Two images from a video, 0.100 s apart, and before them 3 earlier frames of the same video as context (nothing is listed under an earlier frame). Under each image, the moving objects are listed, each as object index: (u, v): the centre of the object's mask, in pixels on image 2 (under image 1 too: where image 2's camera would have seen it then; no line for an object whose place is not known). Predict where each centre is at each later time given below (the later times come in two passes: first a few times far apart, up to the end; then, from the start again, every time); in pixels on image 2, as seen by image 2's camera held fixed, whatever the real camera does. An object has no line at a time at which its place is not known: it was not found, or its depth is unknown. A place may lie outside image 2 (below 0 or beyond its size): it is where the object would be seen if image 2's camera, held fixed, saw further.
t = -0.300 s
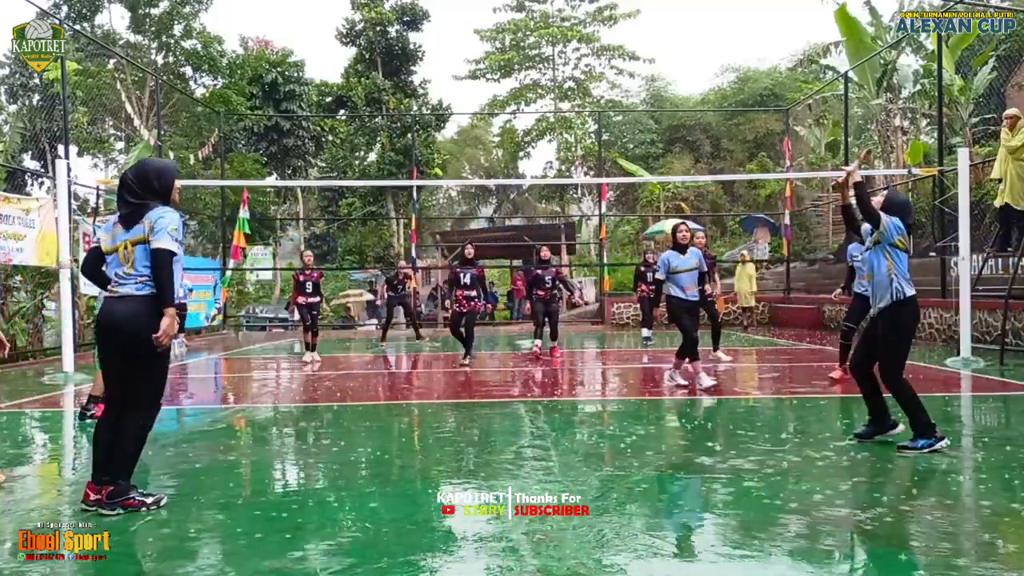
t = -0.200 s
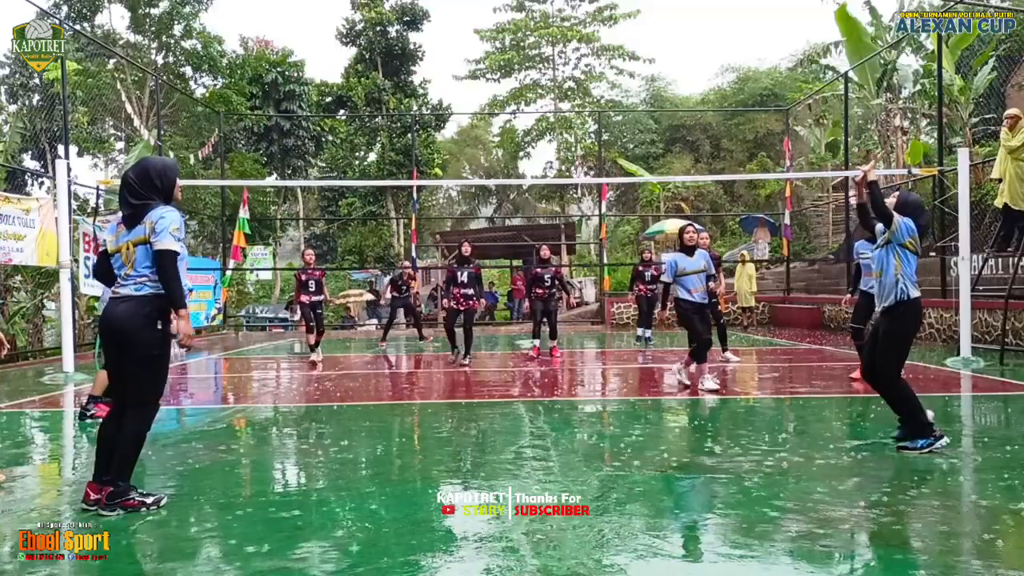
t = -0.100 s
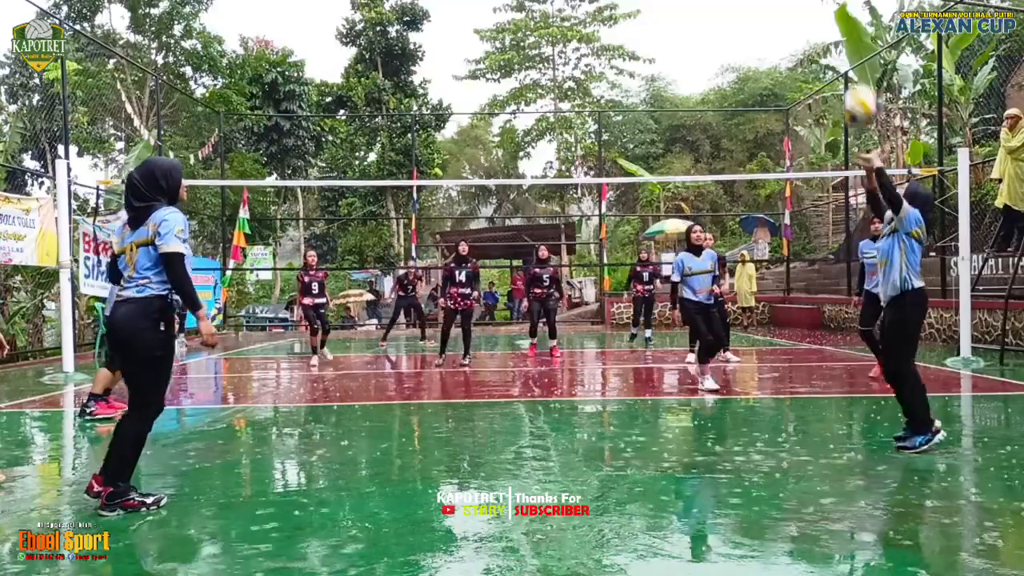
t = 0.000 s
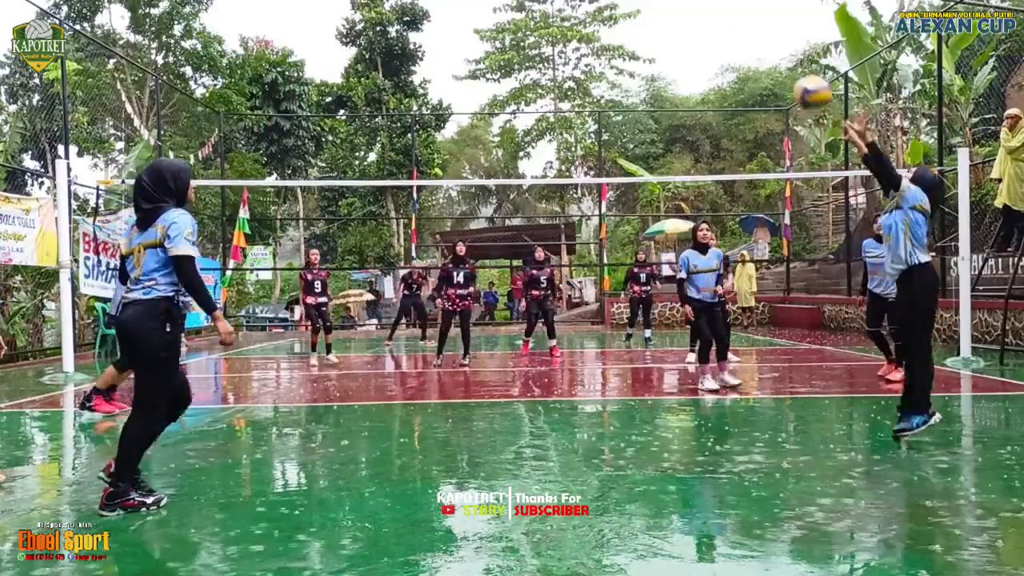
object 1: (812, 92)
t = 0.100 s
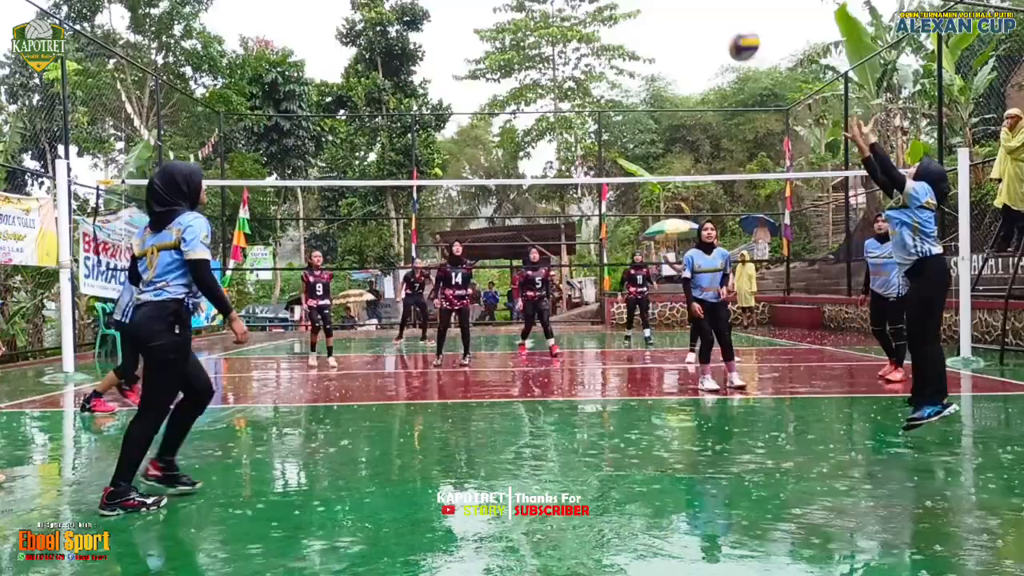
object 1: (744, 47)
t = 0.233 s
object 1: (663, 11)
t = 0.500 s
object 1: (534, 17)
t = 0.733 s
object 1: (439, 95)
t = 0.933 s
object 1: (373, 194)
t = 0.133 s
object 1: (722, 34)
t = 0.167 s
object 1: (702, 24)
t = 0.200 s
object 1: (683, 16)
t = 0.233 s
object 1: (663, 11)
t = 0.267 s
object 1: (644, 9)
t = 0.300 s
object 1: (627, 8)
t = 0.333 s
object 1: (609, 7)
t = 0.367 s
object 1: (593, 7)
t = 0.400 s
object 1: (576, 8)
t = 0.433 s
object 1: (561, 10)
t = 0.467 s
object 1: (548, 12)
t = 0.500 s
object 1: (534, 17)
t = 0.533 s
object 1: (518, 26)
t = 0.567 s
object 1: (504, 34)
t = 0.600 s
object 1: (491, 43)
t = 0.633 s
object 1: (477, 56)
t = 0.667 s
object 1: (464, 68)
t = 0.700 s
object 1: (451, 81)
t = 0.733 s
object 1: (439, 95)
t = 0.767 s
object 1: (428, 108)
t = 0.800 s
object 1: (417, 122)
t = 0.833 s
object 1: (405, 139)
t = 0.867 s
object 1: (395, 156)
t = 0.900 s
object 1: (384, 174)
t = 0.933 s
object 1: (373, 194)
